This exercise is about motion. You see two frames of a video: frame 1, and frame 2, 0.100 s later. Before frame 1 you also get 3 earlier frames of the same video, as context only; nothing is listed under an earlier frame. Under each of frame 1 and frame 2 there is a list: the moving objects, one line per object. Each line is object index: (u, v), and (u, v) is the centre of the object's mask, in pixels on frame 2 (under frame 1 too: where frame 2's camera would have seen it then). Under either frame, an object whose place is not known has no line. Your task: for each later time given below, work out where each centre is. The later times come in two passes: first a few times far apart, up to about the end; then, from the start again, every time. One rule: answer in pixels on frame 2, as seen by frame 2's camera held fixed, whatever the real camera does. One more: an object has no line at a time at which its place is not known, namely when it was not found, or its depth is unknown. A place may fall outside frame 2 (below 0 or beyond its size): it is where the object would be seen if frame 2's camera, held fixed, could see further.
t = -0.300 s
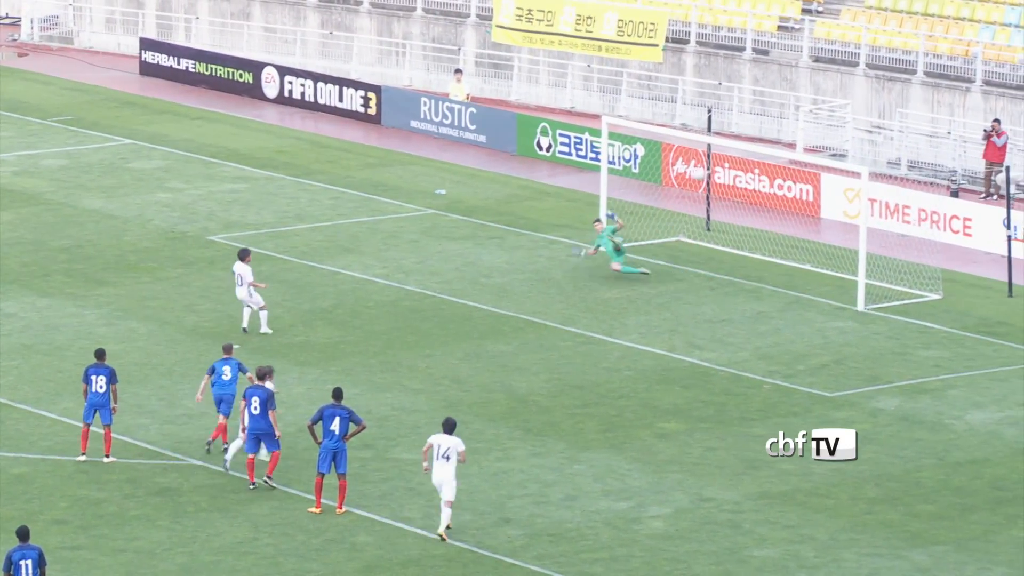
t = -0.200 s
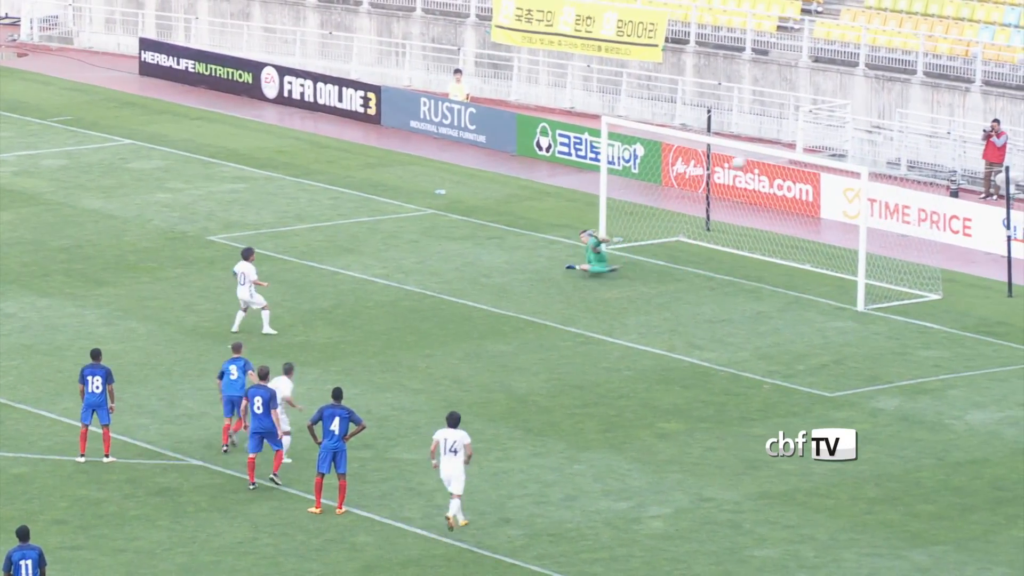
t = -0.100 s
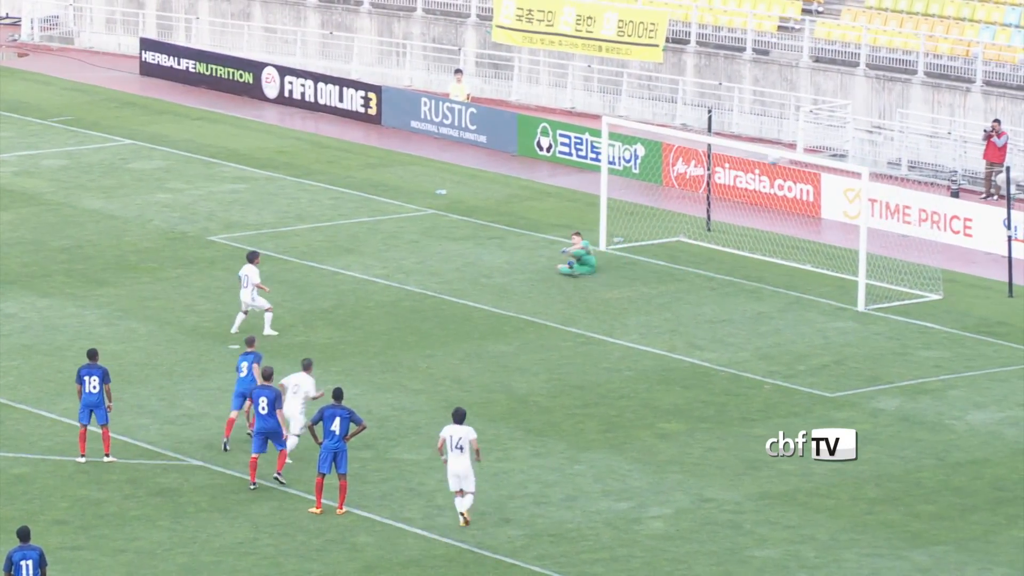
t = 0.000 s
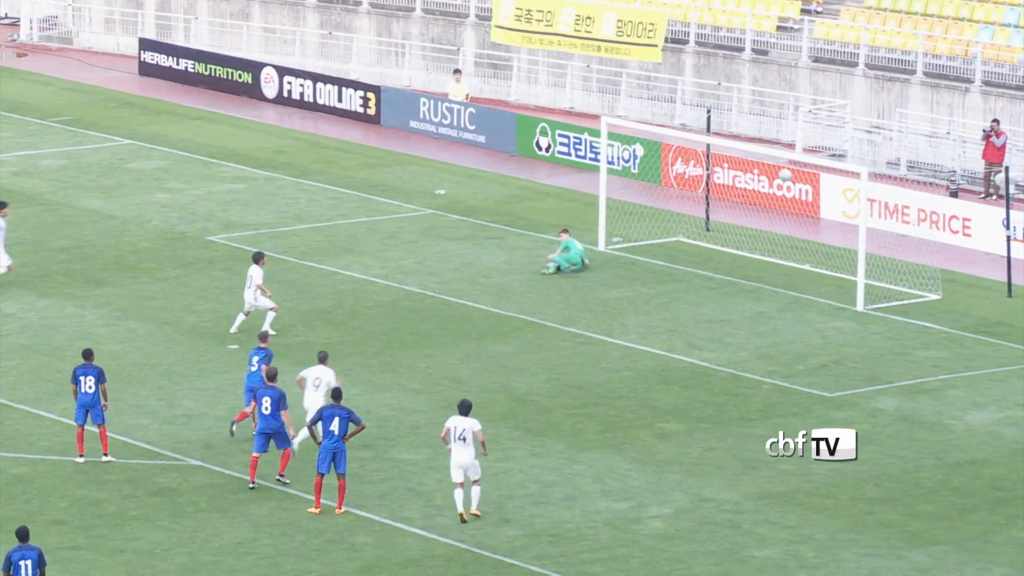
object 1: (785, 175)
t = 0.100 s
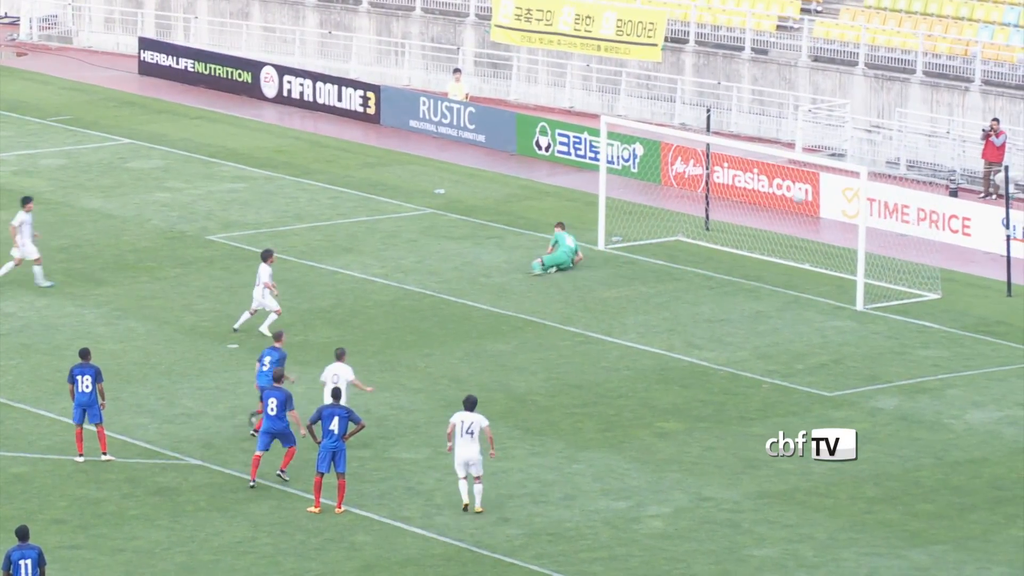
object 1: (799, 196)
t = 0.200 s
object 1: (811, 224)
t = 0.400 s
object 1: (841, 296)
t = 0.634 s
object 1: (870, 311)
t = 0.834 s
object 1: (892, 297)
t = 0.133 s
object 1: (803, 204)
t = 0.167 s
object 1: (807, 214)
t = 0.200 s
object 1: (811, 224)
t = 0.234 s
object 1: (816, 233)
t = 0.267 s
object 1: (820, 245)
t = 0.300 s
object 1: (826, 257)
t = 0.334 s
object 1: (830, 269)
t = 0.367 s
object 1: (836, 282)
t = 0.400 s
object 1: (841, 296)
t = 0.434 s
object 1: (847, 310)
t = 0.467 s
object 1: (852, 326)
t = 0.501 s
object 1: (857, 334)
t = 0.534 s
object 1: (860, 327)
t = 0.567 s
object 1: (864, 321)
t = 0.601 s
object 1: (867, 316)
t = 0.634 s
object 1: (870, 311)
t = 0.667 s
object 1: (874, 307)
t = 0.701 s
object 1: (878, 304)
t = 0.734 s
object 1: (882, 301)
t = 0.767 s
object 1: (885, 299)
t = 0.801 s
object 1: (888, 298)
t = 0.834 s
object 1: (892, 297)
